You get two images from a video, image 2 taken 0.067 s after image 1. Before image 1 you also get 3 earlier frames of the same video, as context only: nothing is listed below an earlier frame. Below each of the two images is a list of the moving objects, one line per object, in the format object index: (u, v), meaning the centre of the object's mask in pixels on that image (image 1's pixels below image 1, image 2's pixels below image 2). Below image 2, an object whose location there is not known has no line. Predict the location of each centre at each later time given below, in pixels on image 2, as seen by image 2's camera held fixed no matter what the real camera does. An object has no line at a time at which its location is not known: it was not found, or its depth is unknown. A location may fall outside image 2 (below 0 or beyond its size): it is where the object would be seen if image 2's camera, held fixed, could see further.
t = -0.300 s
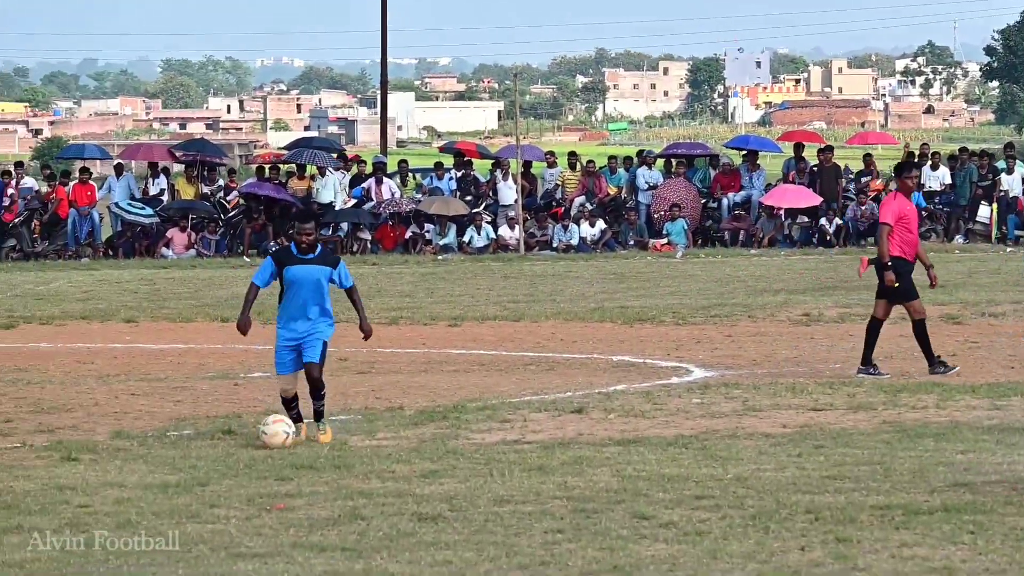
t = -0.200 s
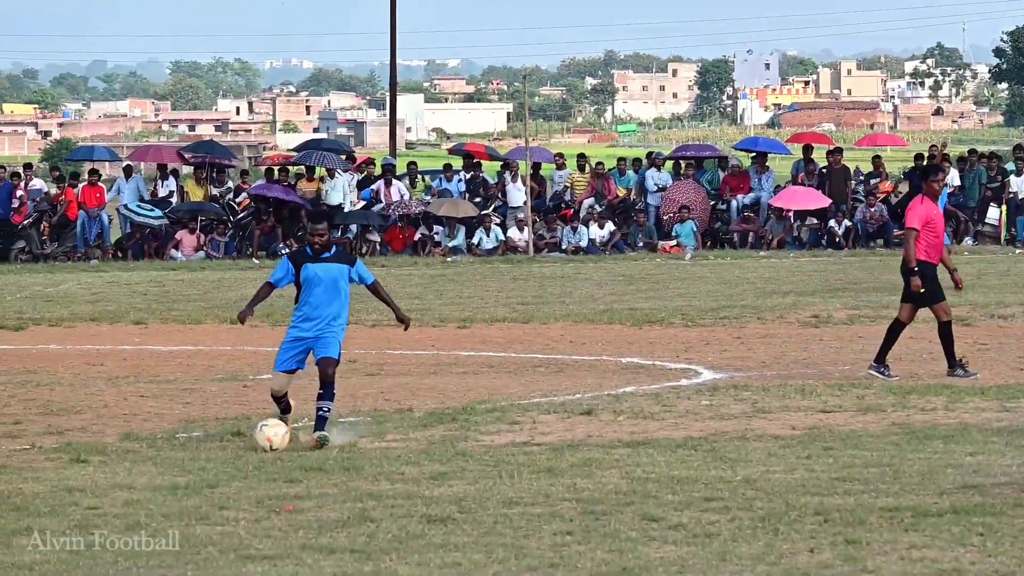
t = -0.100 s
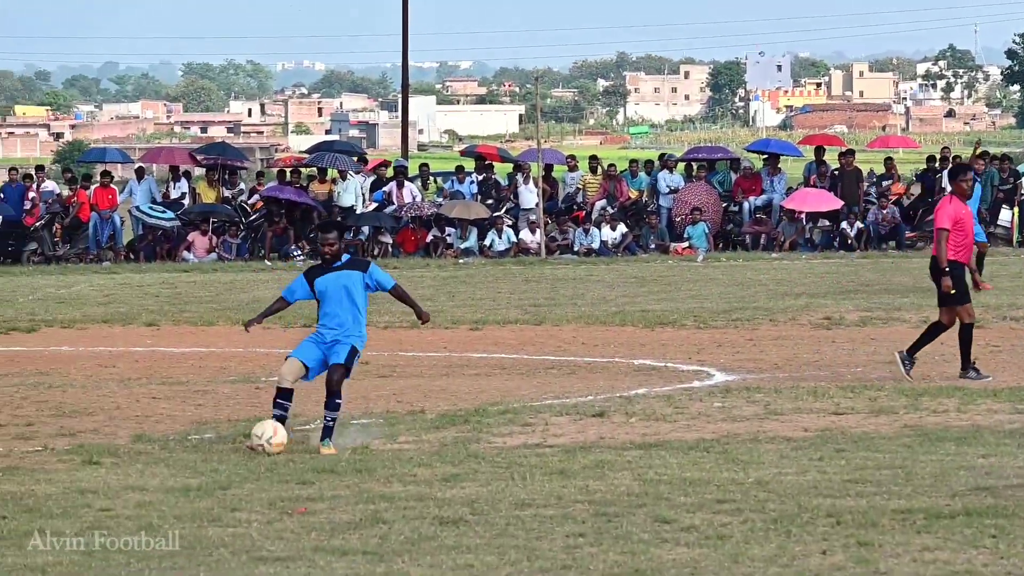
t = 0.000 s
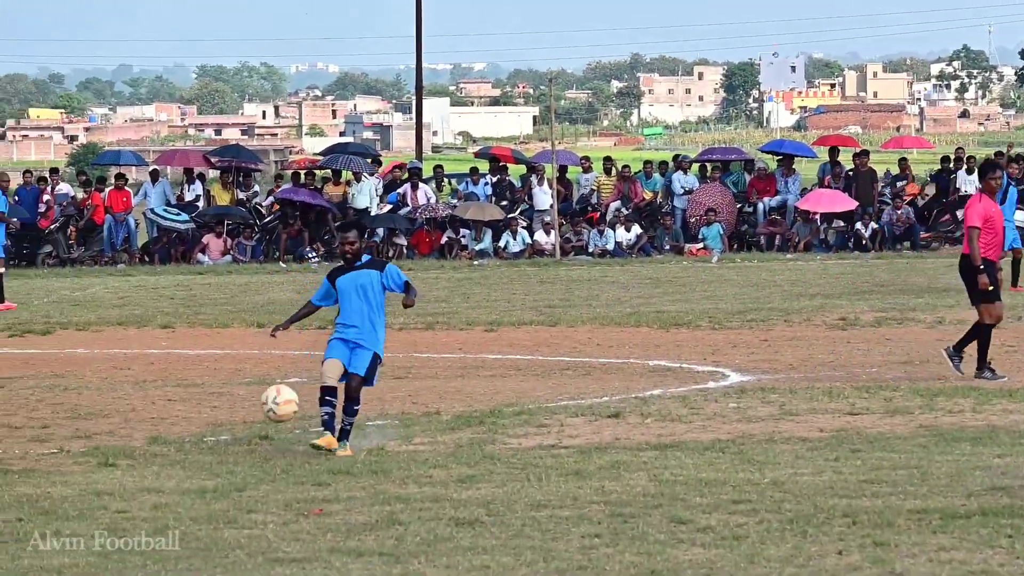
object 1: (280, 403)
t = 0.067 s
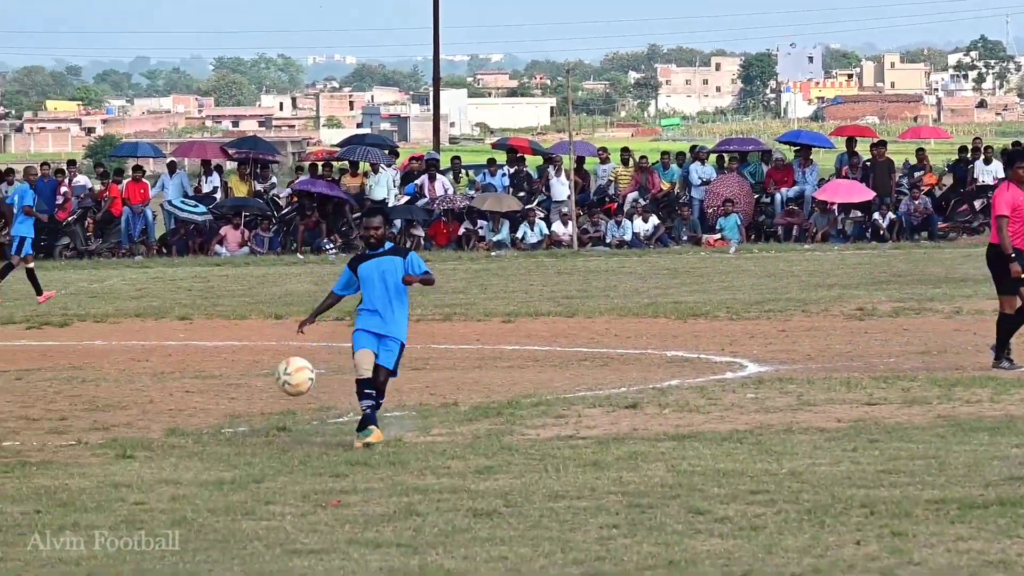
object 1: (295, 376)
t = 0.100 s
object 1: (294, 369)
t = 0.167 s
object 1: (292, 360)
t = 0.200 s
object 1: (291, 358)
